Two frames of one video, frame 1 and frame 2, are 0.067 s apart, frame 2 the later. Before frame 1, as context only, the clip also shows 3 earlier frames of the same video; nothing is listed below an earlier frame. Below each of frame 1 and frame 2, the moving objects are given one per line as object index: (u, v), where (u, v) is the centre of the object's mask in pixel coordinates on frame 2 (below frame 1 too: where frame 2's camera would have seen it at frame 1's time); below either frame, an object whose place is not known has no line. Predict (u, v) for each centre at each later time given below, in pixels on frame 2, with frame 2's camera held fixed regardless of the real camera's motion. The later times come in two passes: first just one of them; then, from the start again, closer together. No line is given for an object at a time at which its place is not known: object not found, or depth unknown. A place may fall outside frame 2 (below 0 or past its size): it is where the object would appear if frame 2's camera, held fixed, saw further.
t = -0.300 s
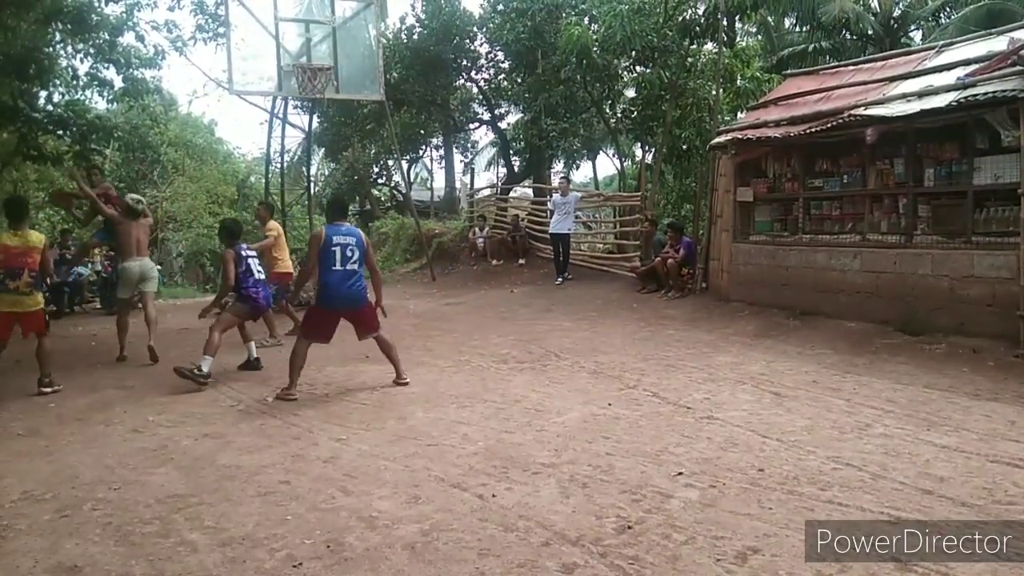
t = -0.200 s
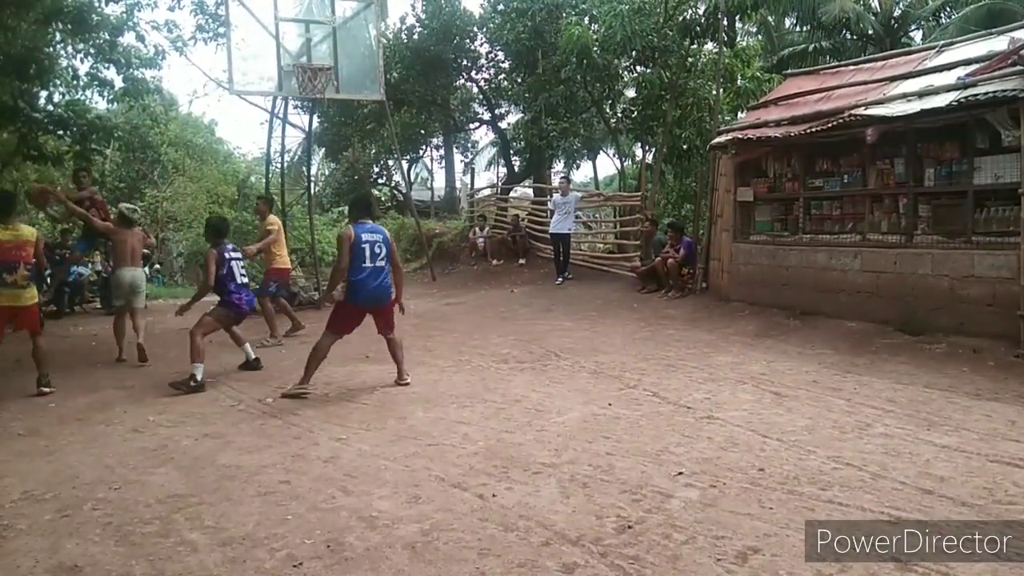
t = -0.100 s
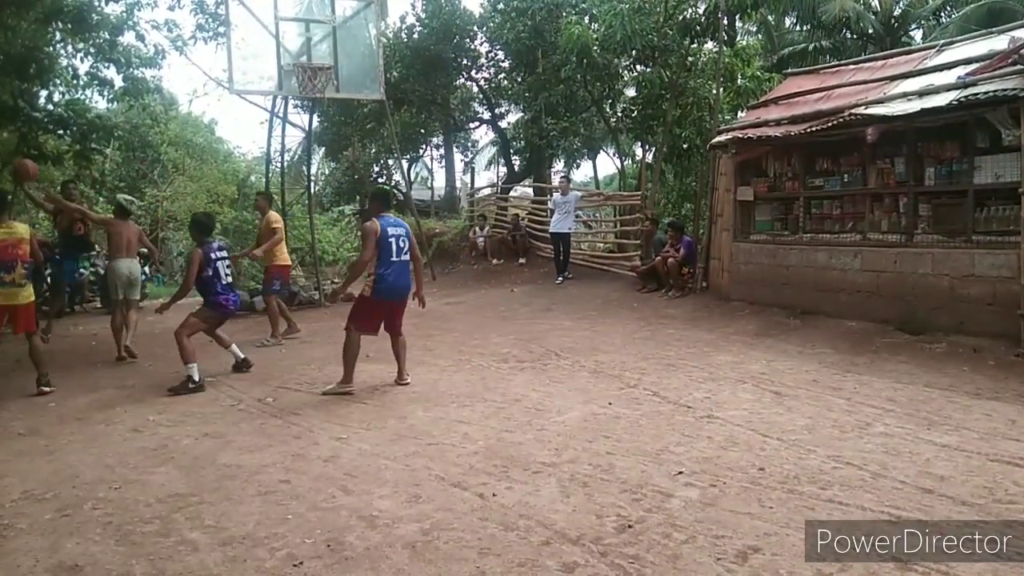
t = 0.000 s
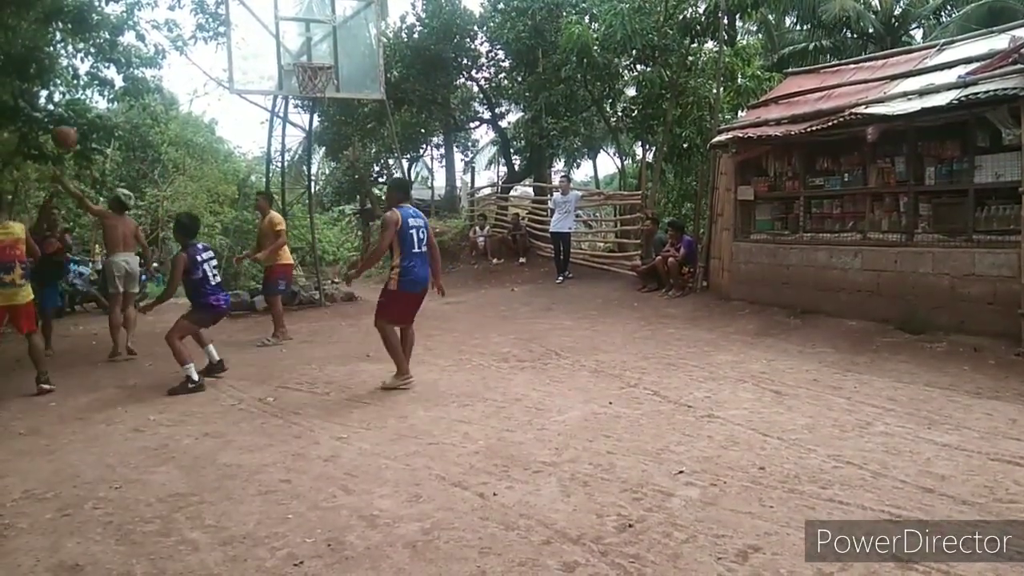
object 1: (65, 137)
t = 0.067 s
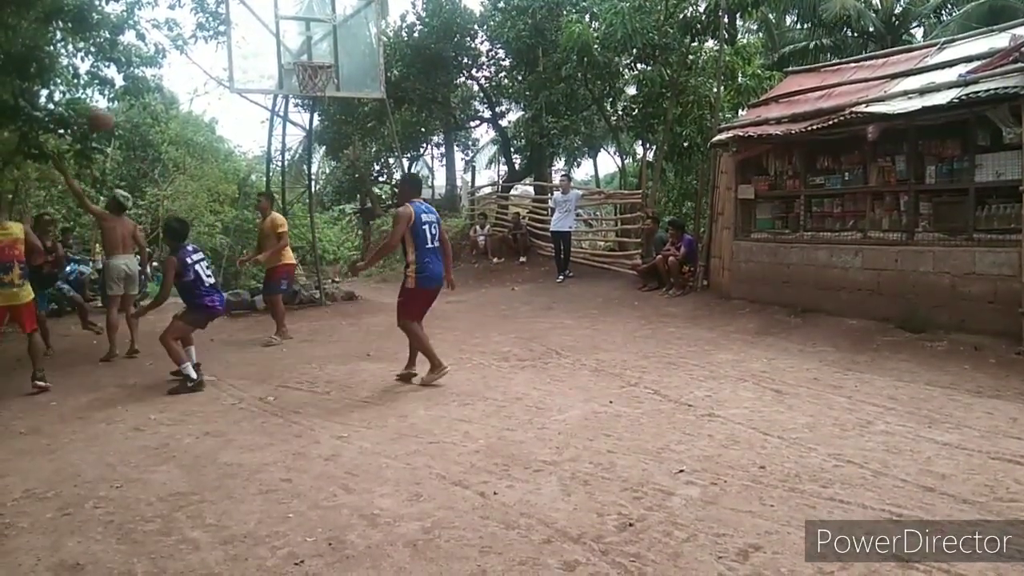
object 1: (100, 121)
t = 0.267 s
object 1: (212, 94)
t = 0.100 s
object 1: (117, 114)
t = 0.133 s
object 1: (136, 108)
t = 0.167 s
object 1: (154, 102)
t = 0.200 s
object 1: (173, 99)
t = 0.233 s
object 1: (192, 96)
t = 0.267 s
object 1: (212, 94)
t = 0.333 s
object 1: (252, 95)
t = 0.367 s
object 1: (273, 97)
